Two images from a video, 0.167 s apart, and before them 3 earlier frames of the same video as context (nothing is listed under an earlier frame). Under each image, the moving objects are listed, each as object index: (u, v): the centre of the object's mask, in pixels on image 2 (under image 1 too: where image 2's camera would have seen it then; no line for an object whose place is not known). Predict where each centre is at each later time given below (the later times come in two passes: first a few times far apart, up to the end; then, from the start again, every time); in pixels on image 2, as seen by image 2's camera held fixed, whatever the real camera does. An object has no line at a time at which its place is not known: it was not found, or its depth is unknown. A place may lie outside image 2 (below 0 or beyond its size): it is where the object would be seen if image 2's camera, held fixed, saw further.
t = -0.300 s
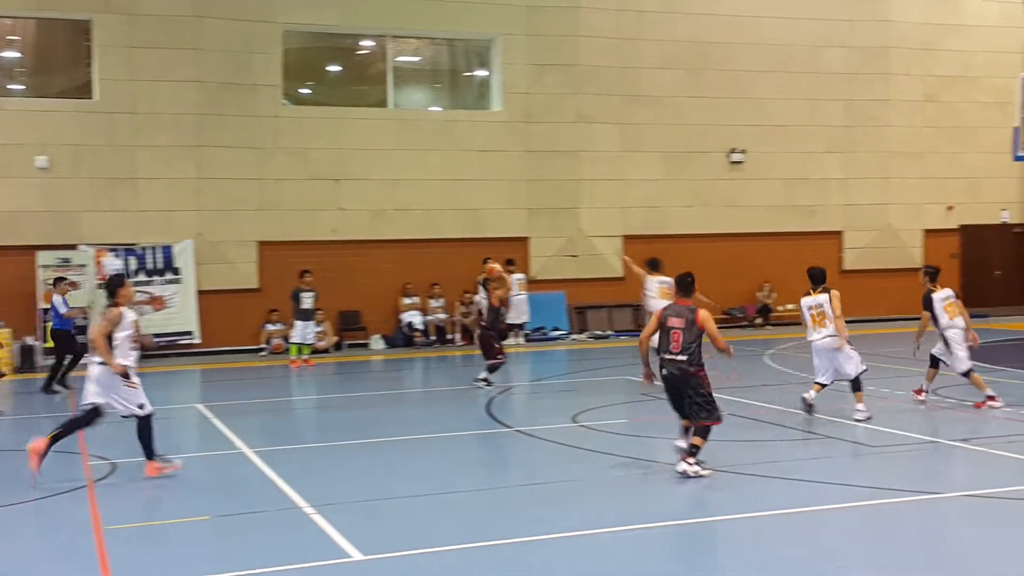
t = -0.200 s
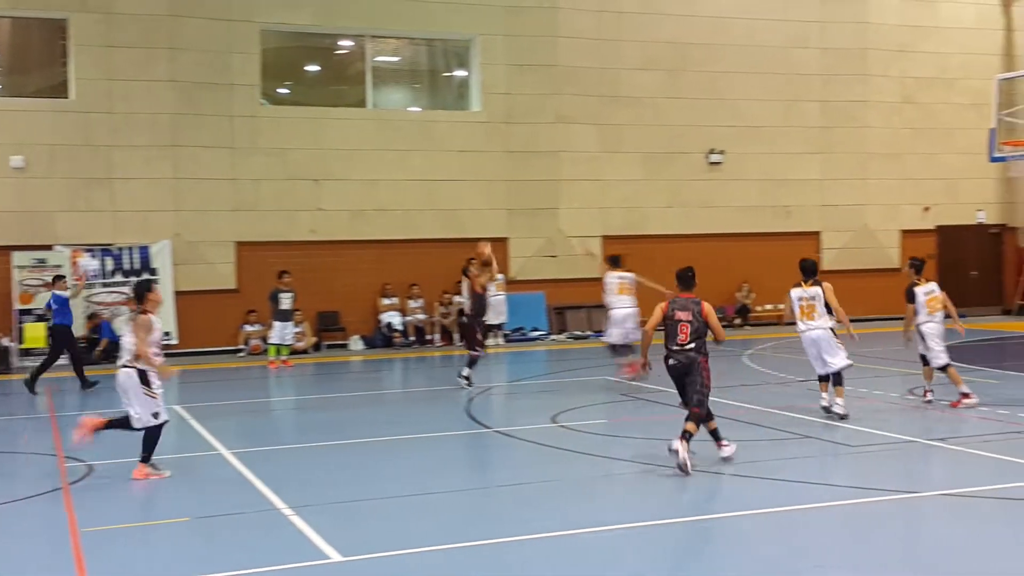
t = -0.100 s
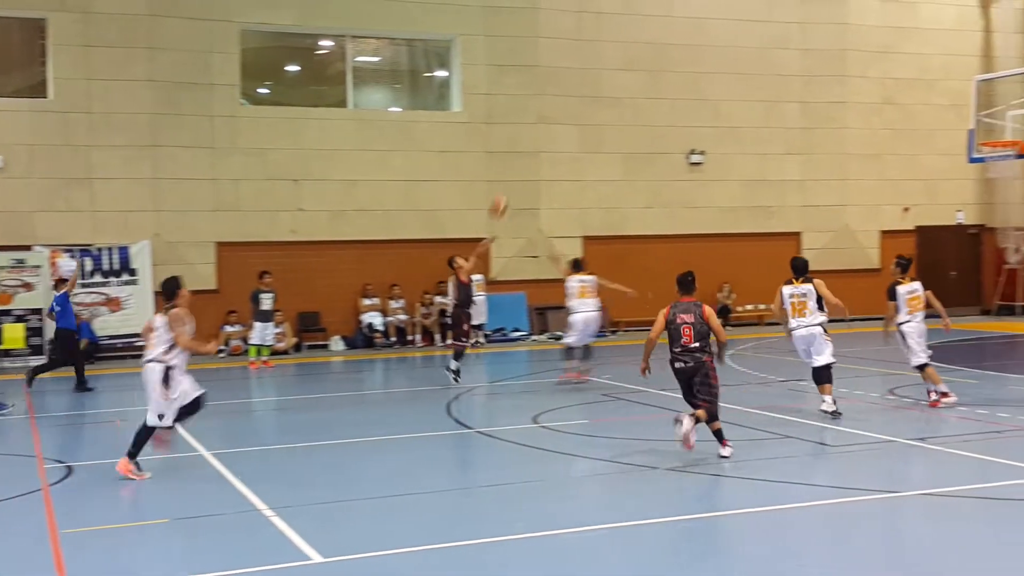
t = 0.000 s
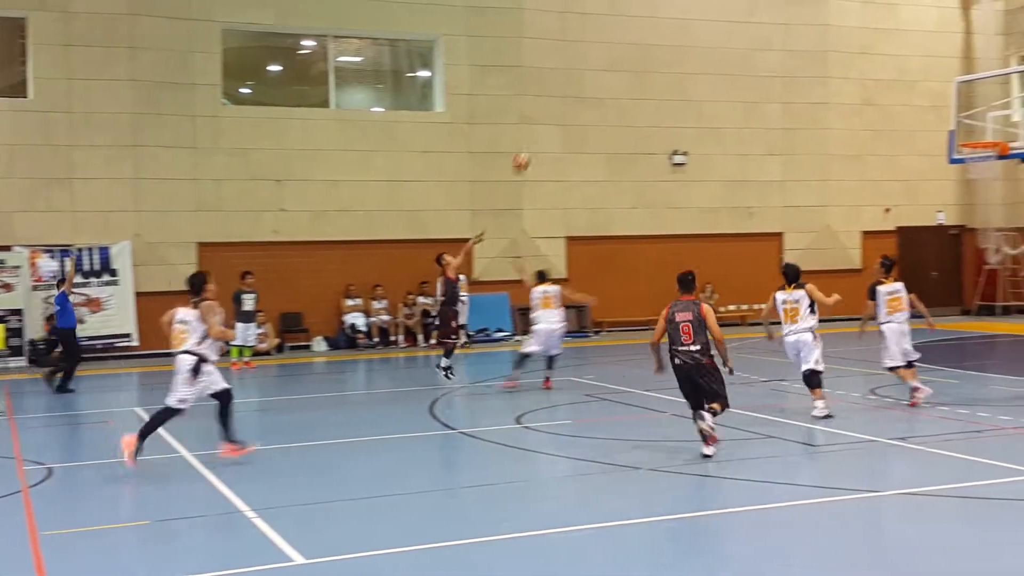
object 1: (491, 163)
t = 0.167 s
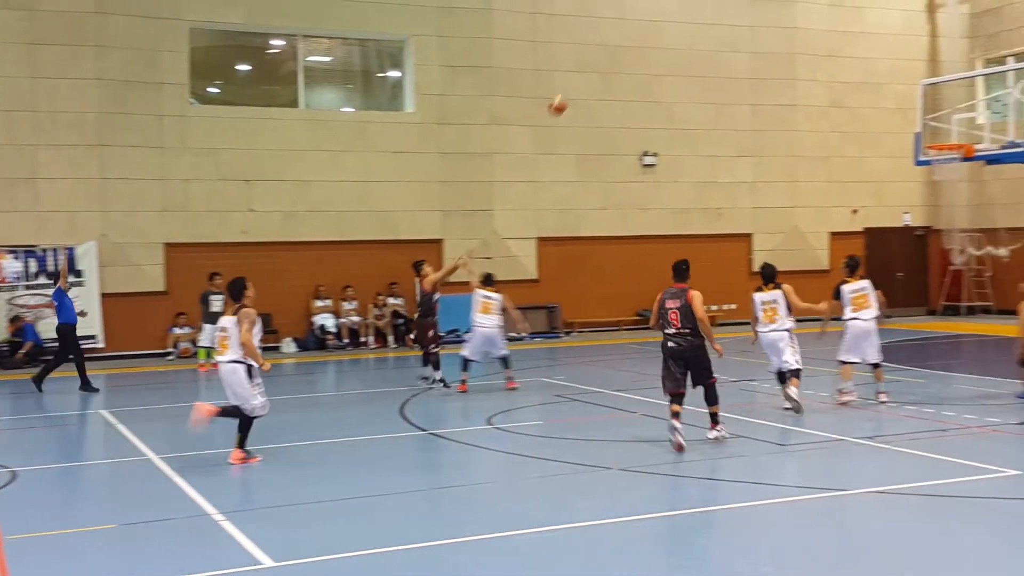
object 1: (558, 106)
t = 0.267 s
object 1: (598, 81)
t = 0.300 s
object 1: (611, 75)
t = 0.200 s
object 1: (571, 97)
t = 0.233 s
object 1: (584, 88)
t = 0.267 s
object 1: (598, 81)
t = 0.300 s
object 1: (611, 75)
